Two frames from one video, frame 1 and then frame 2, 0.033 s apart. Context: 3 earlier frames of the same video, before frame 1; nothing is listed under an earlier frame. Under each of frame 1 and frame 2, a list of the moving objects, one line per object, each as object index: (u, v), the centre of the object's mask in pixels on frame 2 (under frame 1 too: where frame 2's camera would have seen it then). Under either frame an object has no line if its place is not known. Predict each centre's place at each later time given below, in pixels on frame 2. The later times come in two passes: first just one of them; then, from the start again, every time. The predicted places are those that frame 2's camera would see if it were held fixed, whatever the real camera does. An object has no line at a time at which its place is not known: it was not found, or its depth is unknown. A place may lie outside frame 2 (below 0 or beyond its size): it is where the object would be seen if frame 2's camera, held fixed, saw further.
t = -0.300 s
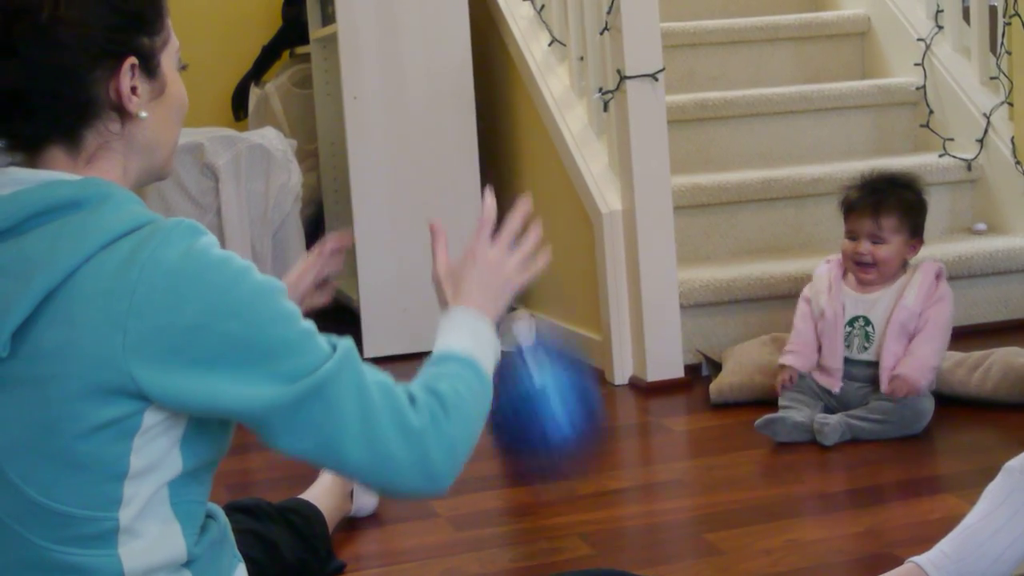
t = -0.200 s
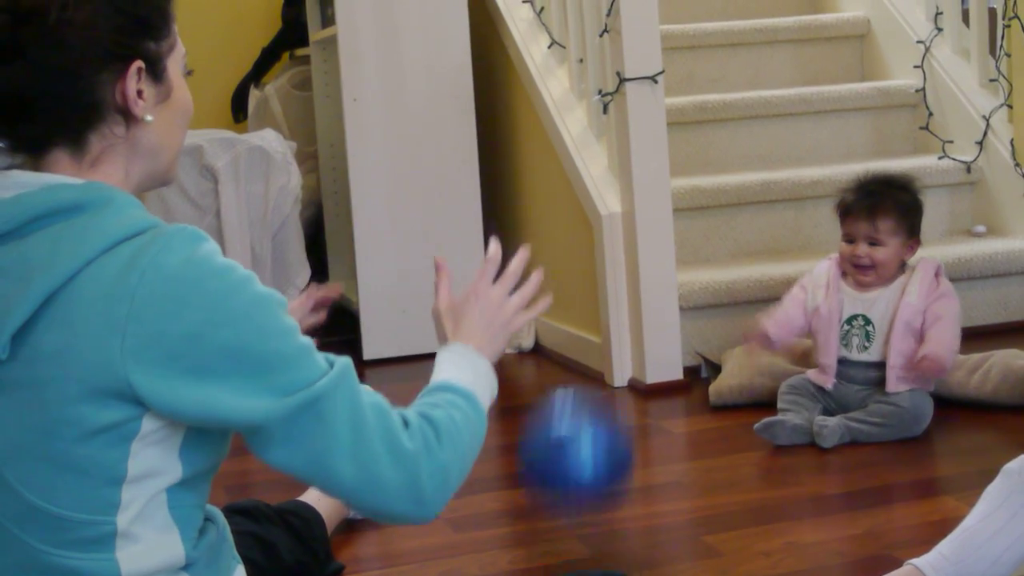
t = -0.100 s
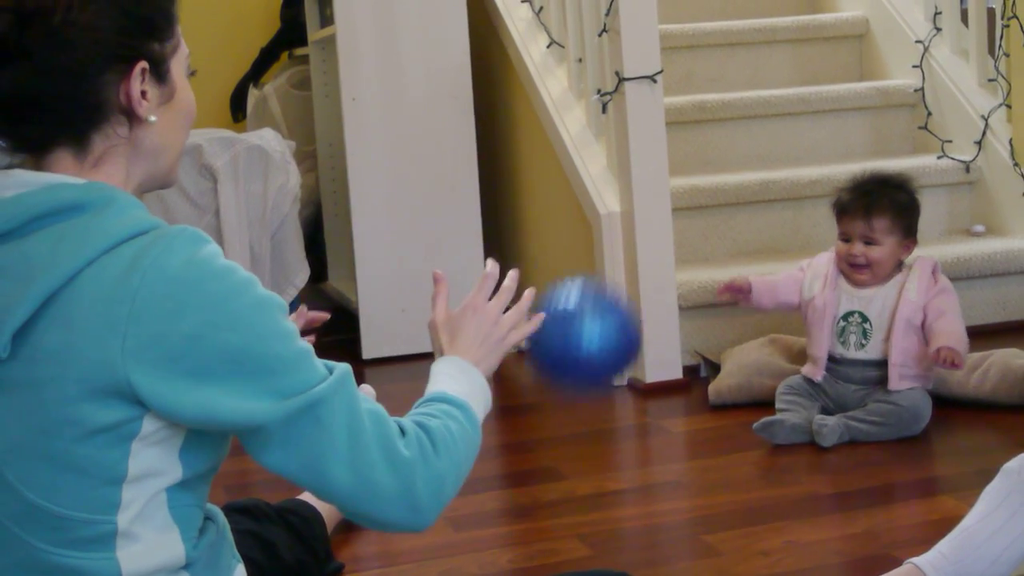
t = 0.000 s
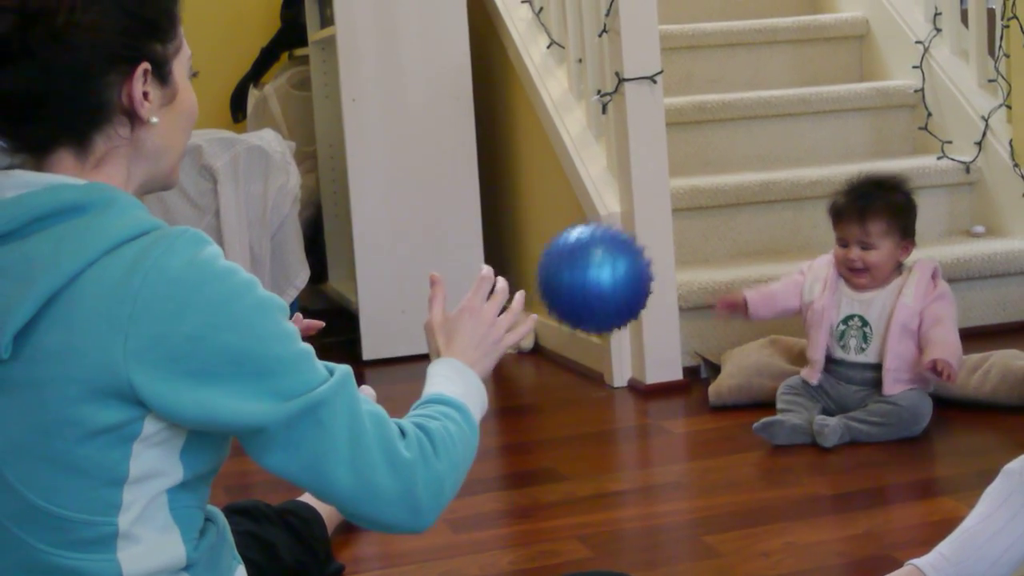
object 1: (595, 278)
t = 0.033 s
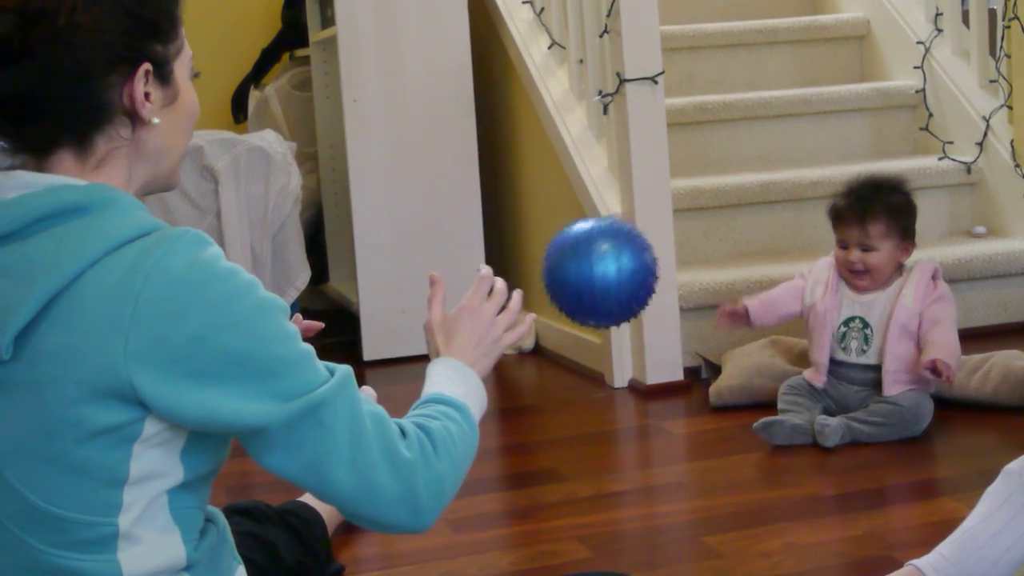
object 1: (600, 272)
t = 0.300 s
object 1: (650, 451)
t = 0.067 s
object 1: (604, 271)
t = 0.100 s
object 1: (610, 277)
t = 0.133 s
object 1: (615, 288)
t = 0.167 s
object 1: (620, 307)
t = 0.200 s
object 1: (627, 334)
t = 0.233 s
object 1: (635, 369)
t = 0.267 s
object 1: (642, 412)
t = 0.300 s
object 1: (650, 451)
